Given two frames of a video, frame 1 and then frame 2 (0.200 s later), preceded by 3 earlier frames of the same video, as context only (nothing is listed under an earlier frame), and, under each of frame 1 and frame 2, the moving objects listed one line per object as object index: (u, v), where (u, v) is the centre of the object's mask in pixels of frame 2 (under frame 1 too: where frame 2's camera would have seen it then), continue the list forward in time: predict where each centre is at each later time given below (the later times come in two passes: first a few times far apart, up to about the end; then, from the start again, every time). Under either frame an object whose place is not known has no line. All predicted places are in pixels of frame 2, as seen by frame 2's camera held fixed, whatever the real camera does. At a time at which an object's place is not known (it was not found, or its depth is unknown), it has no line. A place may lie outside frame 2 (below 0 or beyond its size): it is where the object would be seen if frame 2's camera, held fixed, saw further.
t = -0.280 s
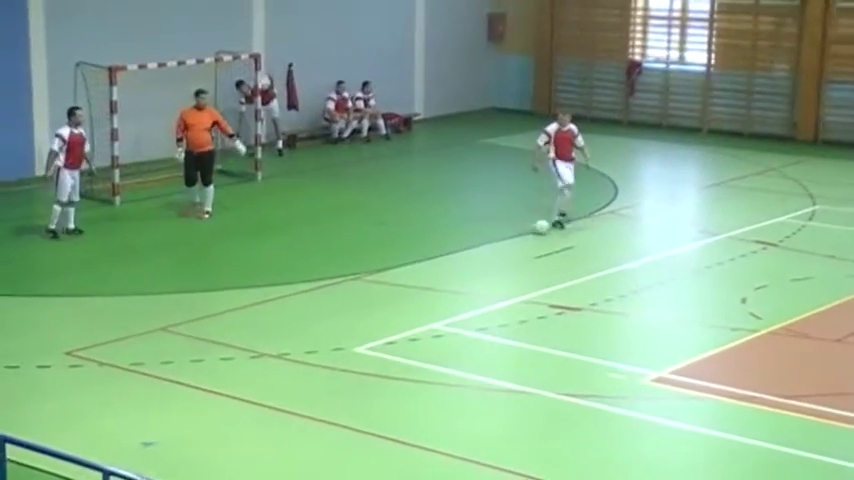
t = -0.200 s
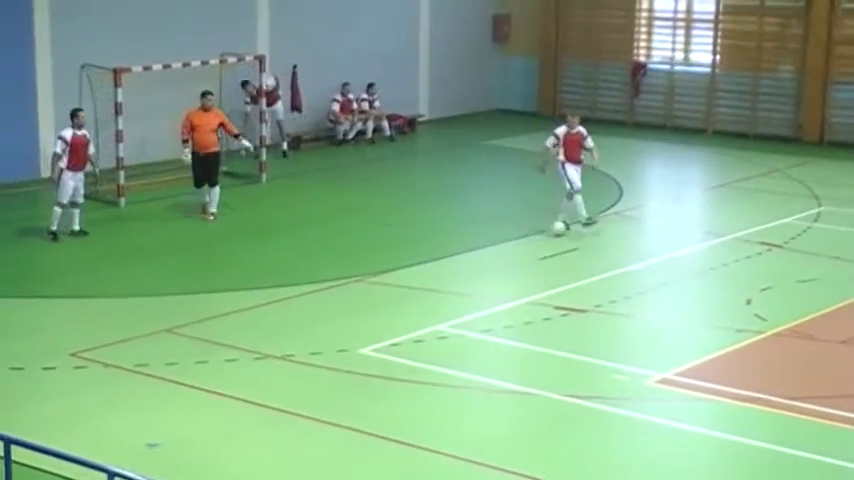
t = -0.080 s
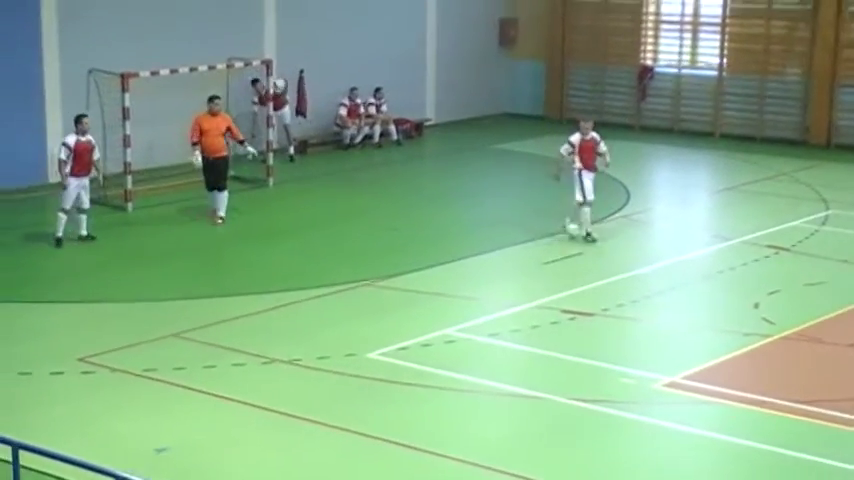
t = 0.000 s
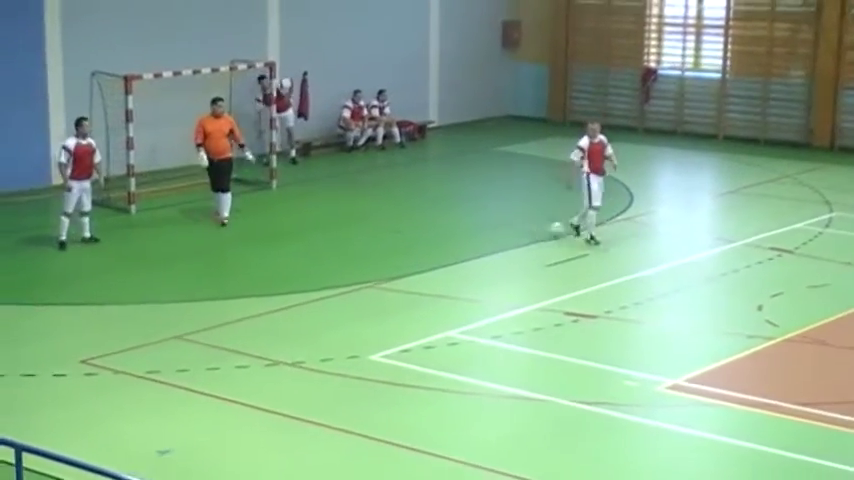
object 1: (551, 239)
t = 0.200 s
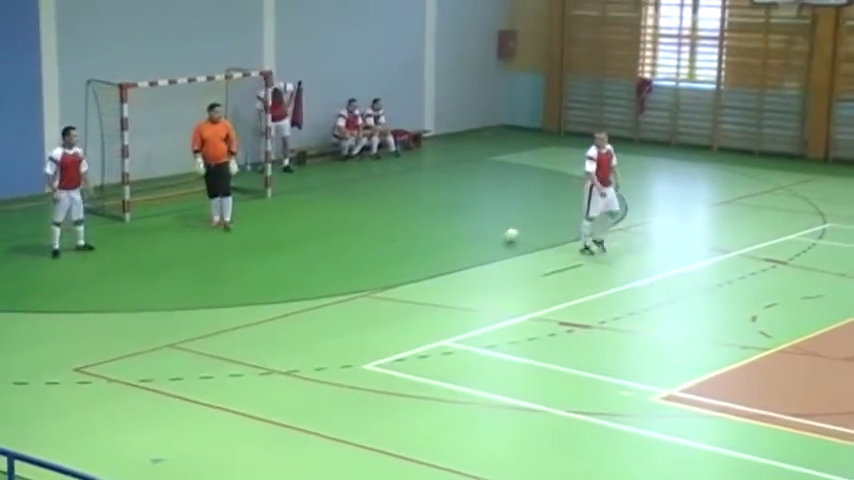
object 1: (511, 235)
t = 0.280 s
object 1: (499, 234)
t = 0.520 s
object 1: (473, 230)
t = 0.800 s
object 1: (446, 226)
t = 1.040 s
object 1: (424, 222)
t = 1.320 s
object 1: (401, 218)
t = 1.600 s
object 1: (379, 214)
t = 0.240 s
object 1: (505, 234)
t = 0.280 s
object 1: (499, 234)
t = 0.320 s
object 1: (494, 233)
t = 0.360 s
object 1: (490, 233)
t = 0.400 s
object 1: (486, 232)
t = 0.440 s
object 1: (482, 232)
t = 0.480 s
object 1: (477, 231)
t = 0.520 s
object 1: (473, 230)
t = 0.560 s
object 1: (469, 230)
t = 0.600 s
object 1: (465, 229)
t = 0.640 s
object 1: (462, 228)
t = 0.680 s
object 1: (457, 227)
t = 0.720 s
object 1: (453, 226)
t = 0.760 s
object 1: (450, 226)
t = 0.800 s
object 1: (446, 226)
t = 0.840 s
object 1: (443, 225)
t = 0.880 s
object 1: (439, 225)
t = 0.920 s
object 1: (435, 224)
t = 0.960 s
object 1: (432, 223)
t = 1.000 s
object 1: (428, 223)
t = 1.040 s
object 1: (424, 222)
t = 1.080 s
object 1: (421, 222)
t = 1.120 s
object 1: (418, 221)
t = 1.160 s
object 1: (415, 220)
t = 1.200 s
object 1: (412, 220)
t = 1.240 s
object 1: (408, 219)
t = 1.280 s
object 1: (404, 218)
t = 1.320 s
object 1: (401, 218)
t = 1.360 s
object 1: (398, 217)
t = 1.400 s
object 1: (395, 217)
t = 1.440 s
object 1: (392, 216)
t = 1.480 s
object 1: (389, 216)
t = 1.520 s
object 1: (386, 215)
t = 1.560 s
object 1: (383, 214)
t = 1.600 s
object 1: (379, 214)
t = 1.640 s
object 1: (376, 214)
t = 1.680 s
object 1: (373, 213)
